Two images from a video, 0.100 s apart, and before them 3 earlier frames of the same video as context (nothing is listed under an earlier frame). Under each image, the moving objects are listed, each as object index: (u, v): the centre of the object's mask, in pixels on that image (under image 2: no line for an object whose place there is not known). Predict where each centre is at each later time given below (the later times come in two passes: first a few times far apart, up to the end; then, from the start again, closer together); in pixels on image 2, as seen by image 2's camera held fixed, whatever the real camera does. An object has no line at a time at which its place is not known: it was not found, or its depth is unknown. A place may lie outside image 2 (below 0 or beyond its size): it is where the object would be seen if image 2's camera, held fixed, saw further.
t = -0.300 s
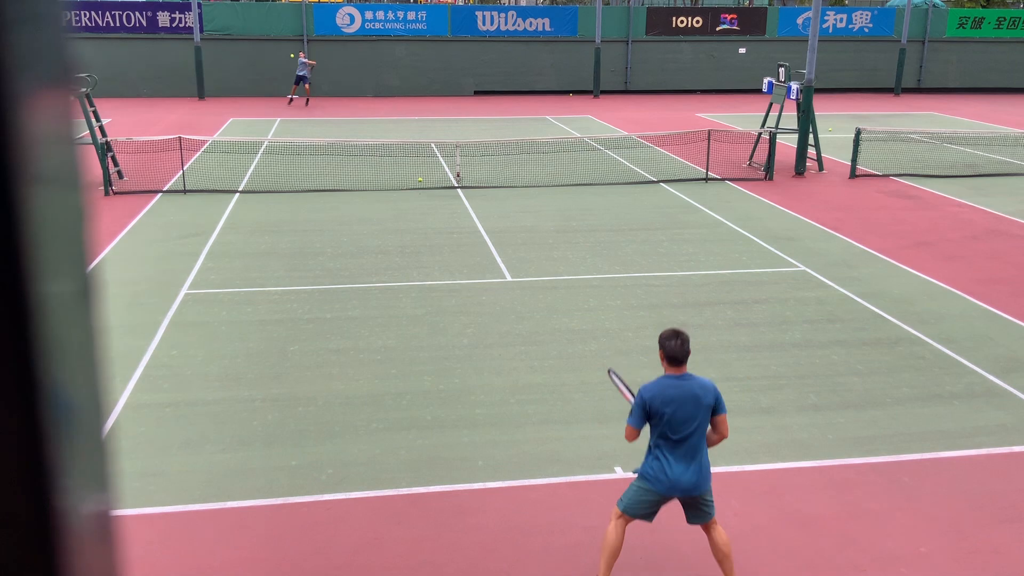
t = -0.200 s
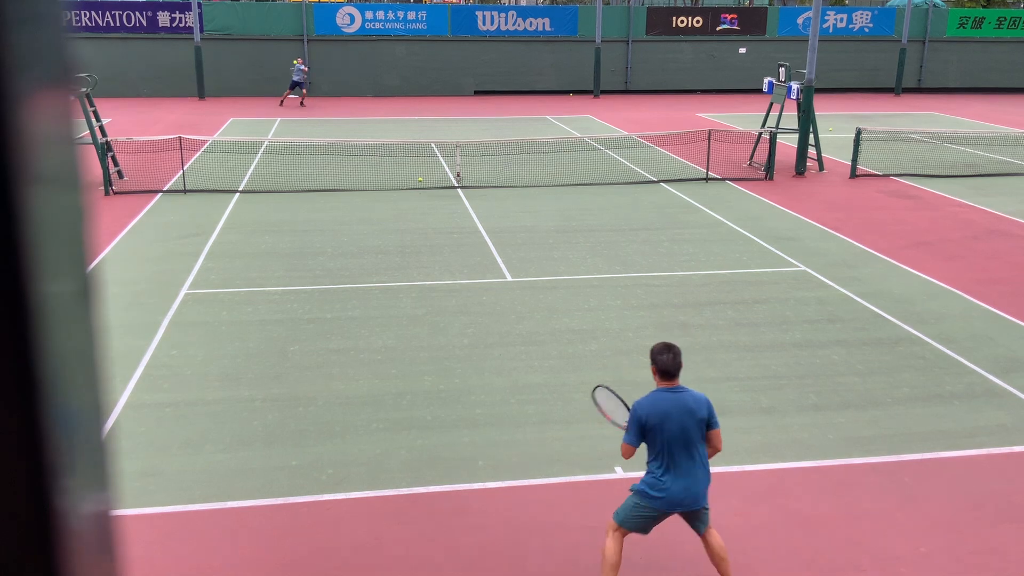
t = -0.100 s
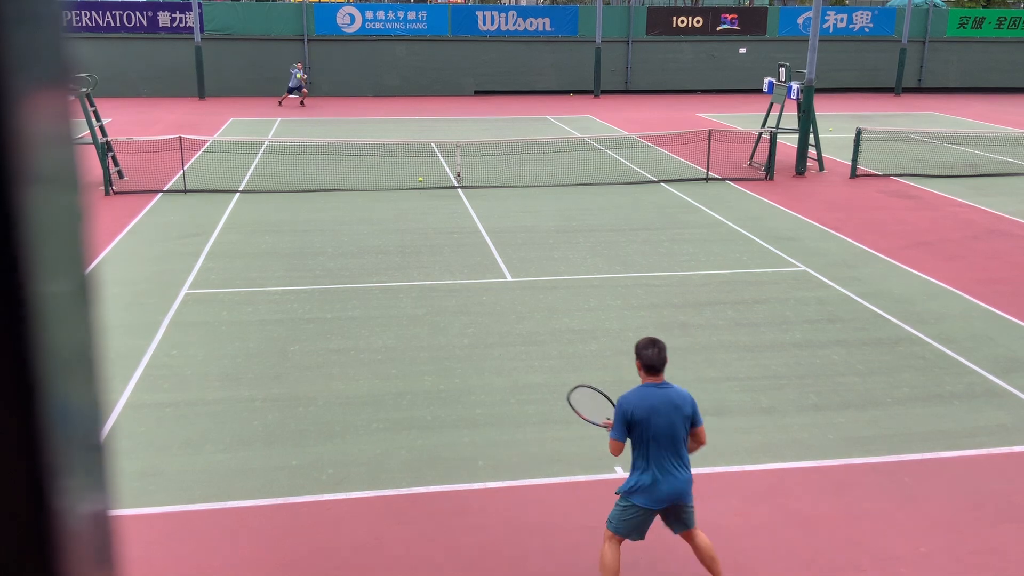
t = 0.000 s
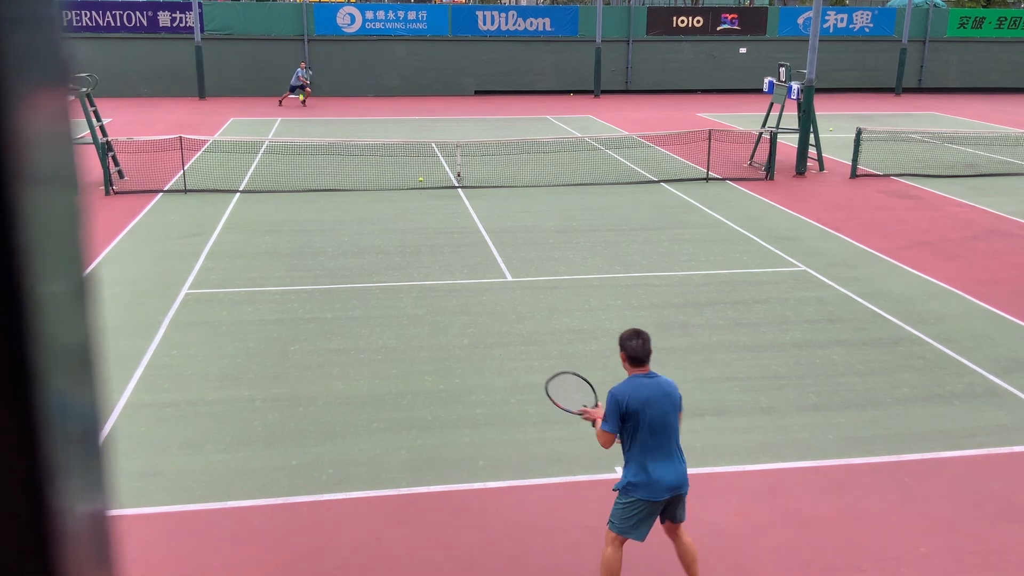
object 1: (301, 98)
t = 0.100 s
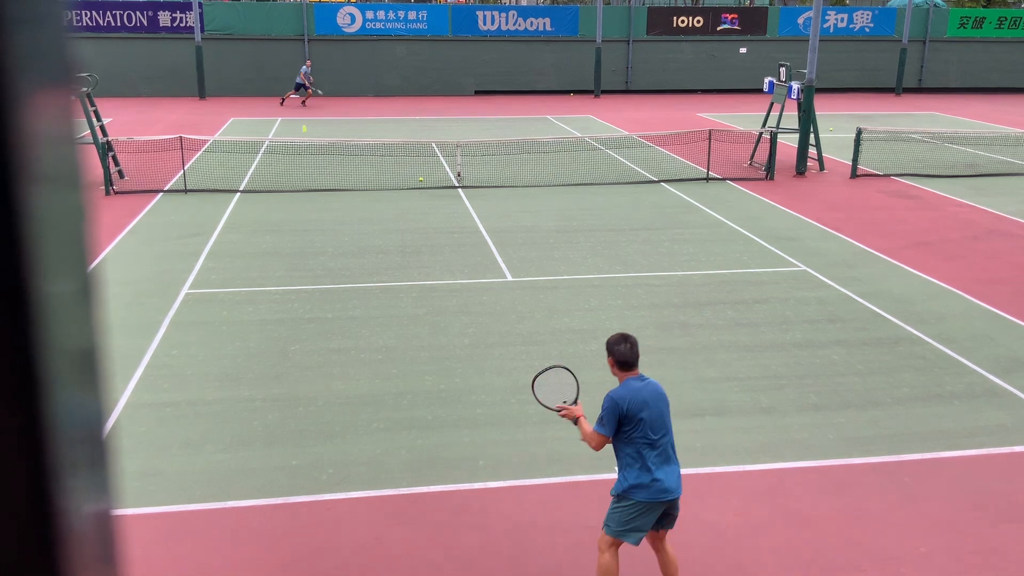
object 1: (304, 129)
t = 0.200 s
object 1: (307, 173)
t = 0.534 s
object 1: (317, 251)
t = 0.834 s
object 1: (339, 291)
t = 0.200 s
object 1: (307, 173)
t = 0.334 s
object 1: (310, 260)
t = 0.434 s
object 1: (313, 260)
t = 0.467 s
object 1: (315, 256)
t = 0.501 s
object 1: (316, 253)
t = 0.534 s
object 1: (317, 251)
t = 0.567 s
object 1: (317, 250)
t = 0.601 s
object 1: (320, 250)
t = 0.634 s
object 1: (323, 251)
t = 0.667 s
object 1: (325, 253)
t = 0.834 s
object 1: (339, 291)
